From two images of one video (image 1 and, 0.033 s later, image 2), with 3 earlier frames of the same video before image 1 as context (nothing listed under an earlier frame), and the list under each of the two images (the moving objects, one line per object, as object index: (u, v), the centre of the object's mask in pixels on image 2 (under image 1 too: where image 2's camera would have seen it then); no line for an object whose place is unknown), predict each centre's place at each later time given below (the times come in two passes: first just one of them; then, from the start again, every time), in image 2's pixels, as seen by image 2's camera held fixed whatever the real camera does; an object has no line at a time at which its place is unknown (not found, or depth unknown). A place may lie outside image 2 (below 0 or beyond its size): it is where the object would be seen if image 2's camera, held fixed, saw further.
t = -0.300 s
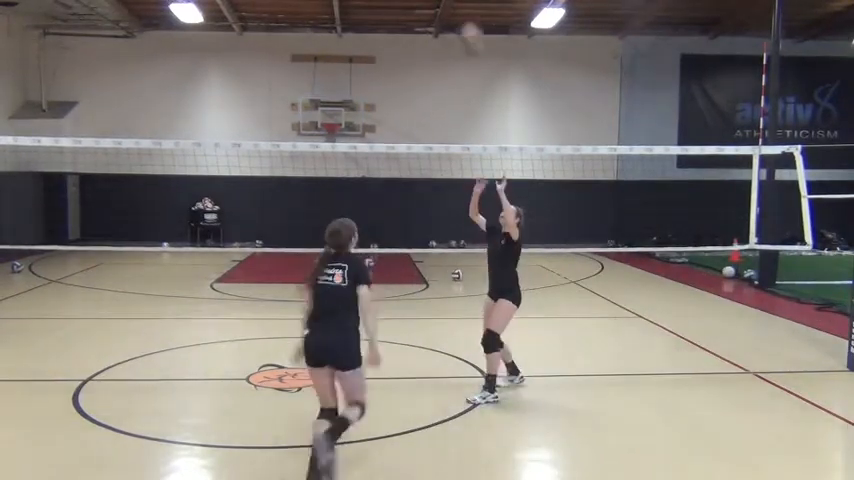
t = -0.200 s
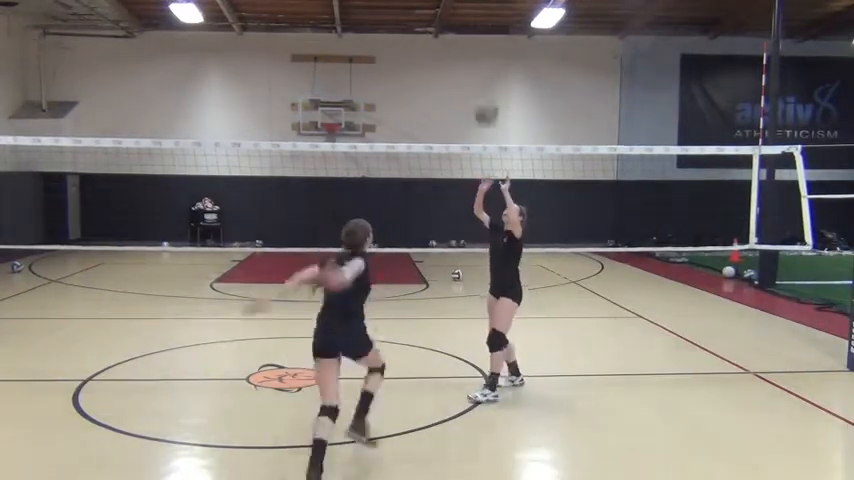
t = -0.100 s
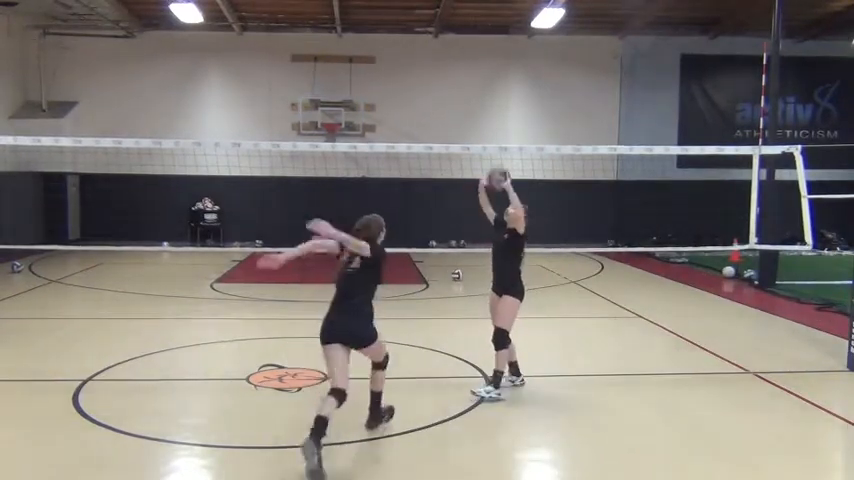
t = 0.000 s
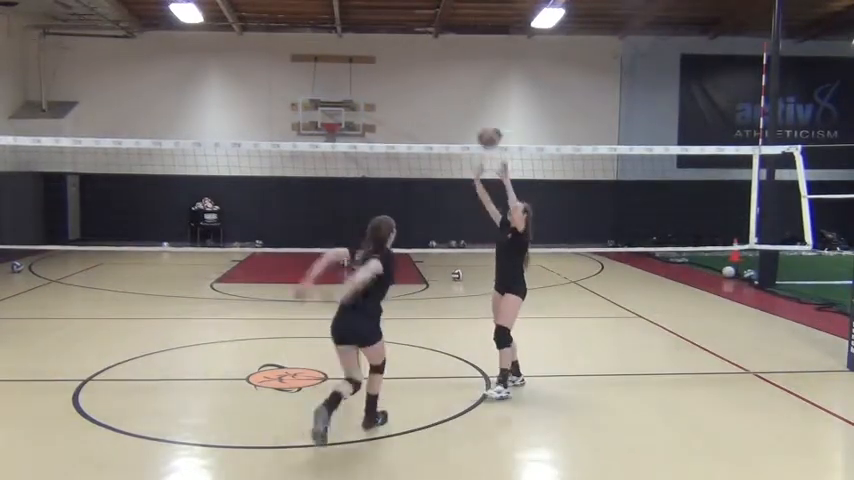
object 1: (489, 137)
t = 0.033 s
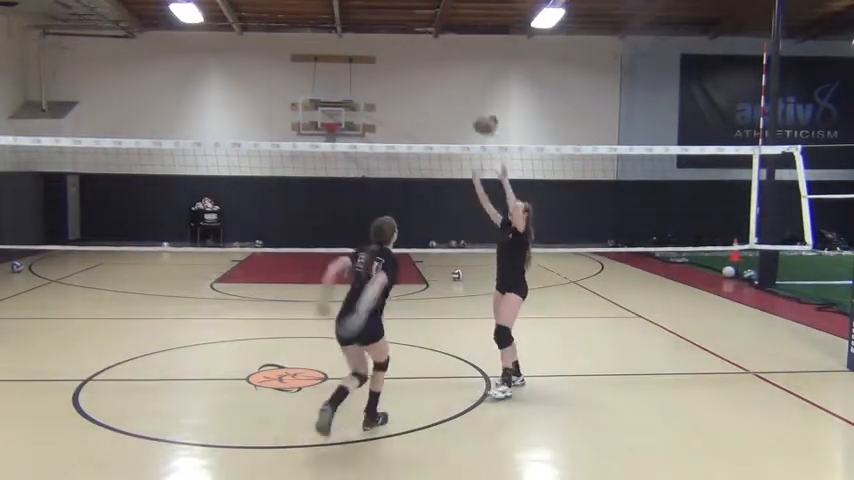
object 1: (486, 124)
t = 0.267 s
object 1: (458, 65)
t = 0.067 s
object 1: (482, 112)
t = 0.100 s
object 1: (478, 100)
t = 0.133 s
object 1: (474, 91)
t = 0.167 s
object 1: (470, 82)
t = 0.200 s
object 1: (466, 76)
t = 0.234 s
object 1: (463, 69)
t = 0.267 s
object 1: (458, 65)
